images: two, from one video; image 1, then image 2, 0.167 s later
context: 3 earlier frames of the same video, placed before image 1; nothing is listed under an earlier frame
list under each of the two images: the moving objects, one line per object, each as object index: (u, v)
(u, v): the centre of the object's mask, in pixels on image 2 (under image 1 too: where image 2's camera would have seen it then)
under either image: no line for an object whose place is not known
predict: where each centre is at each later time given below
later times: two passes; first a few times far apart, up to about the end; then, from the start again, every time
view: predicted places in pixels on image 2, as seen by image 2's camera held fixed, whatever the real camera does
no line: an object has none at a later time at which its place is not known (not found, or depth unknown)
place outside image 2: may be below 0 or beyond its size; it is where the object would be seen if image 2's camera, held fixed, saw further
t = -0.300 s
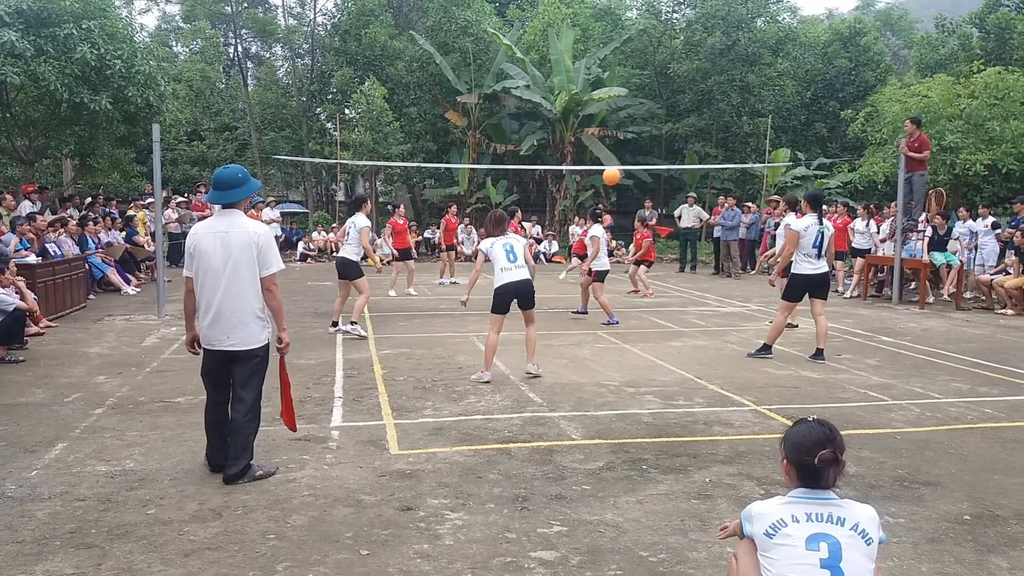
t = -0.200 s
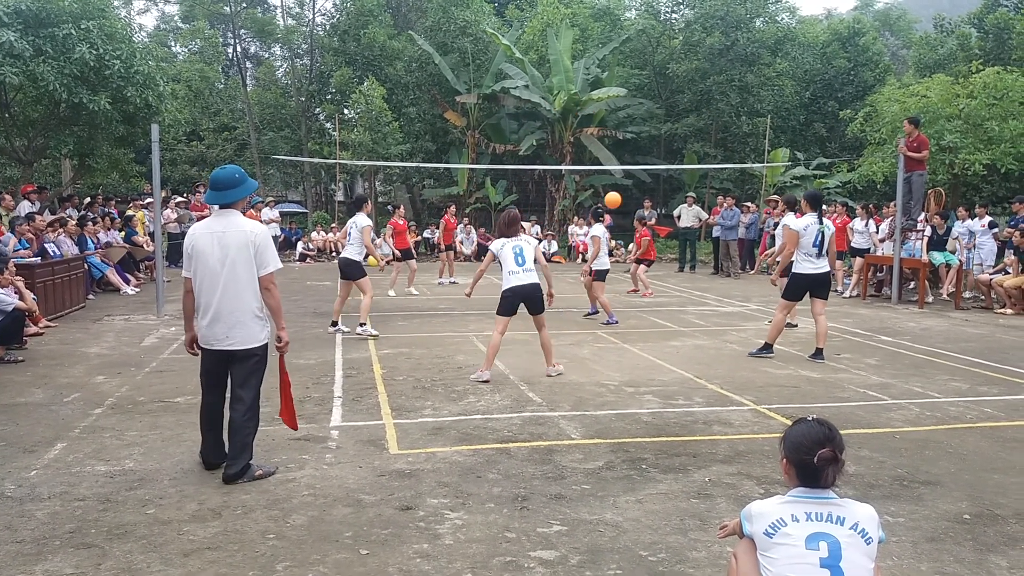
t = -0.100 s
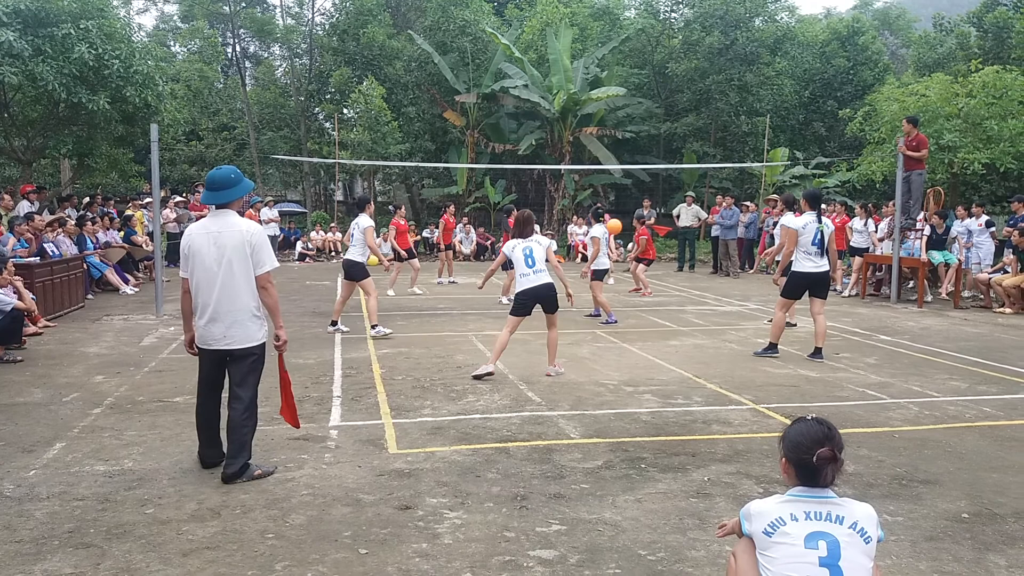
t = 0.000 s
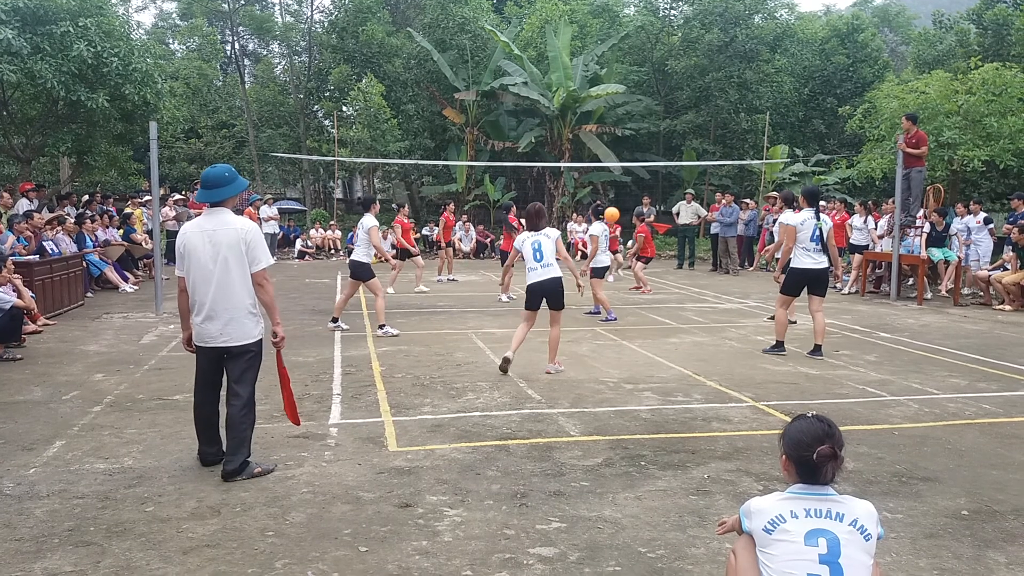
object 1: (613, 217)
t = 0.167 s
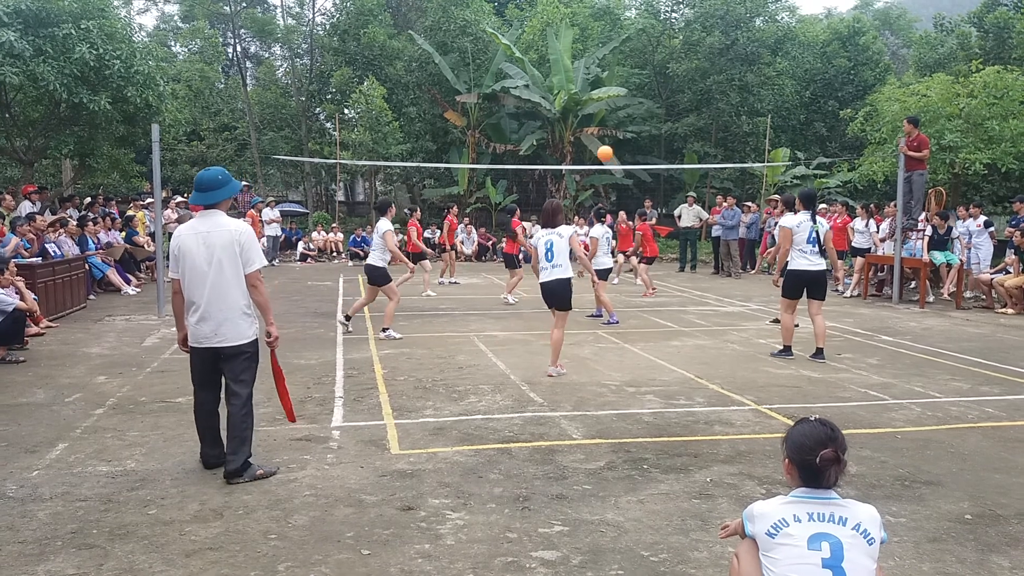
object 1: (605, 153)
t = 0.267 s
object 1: (601, 122)
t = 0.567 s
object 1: (588, 61)
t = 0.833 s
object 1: (575, 49)
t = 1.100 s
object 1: (563, 77)
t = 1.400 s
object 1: (551, 152)
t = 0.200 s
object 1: (603, 142)
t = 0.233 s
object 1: (602, 132)
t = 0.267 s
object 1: (601, 122)
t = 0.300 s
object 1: (599, 112)
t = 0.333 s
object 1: (598, 104)
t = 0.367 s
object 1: (596, 96)
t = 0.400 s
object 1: (595, 88)
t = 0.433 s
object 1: (593, 82)
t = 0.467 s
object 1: (592, 76)
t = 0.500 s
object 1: (591, 70)
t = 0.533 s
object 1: (589, 65)
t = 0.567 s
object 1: (588, 61)
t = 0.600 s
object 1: (586, 57)
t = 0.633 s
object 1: (584, 54)
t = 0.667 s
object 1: (583, 52)
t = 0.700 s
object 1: (581, 51)
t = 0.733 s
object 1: (580, 49)
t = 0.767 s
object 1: (578, 49)
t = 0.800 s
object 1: (577, 48)
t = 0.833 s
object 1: (575, 49)
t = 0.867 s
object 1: (573, 51)
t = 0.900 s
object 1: (572, 53)
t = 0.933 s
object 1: (570, 56)
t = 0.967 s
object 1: (569, 59)
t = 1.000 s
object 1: (567, 62)
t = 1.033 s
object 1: (566, 66)
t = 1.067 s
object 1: (564, 72)
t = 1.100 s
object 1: (563, 77)
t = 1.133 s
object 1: (561, 83)
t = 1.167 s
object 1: (560, 90)
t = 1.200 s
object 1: (559, 98)
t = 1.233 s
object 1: (557, 105)
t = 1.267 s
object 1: (555, 114)
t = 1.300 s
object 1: (554, 122)
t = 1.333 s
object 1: (553, 132)
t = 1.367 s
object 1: (552, 142)
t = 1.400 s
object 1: (551, 152)
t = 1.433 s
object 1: (550, 161)
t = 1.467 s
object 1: (548, 175)
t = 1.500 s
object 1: (547, 186)
